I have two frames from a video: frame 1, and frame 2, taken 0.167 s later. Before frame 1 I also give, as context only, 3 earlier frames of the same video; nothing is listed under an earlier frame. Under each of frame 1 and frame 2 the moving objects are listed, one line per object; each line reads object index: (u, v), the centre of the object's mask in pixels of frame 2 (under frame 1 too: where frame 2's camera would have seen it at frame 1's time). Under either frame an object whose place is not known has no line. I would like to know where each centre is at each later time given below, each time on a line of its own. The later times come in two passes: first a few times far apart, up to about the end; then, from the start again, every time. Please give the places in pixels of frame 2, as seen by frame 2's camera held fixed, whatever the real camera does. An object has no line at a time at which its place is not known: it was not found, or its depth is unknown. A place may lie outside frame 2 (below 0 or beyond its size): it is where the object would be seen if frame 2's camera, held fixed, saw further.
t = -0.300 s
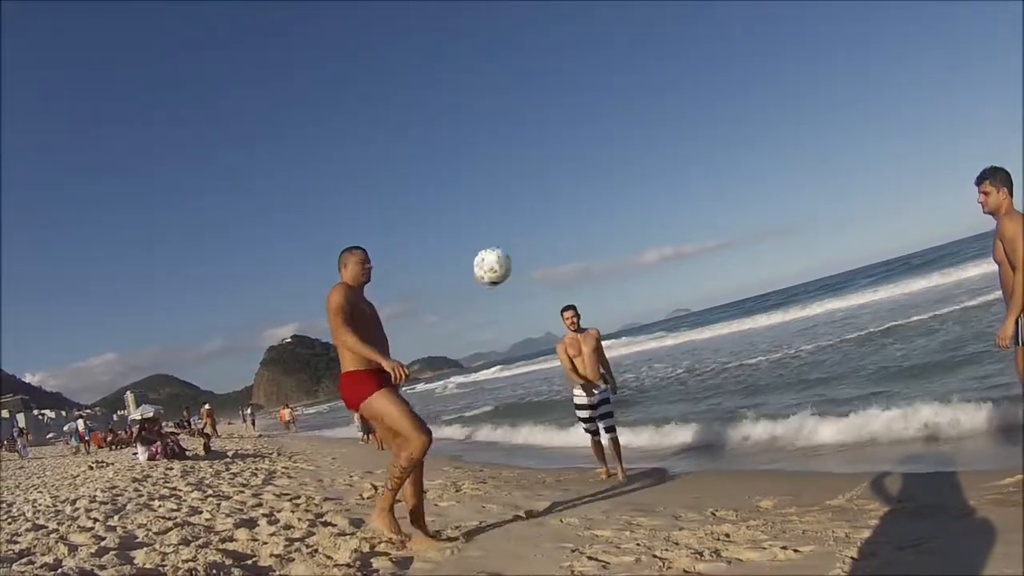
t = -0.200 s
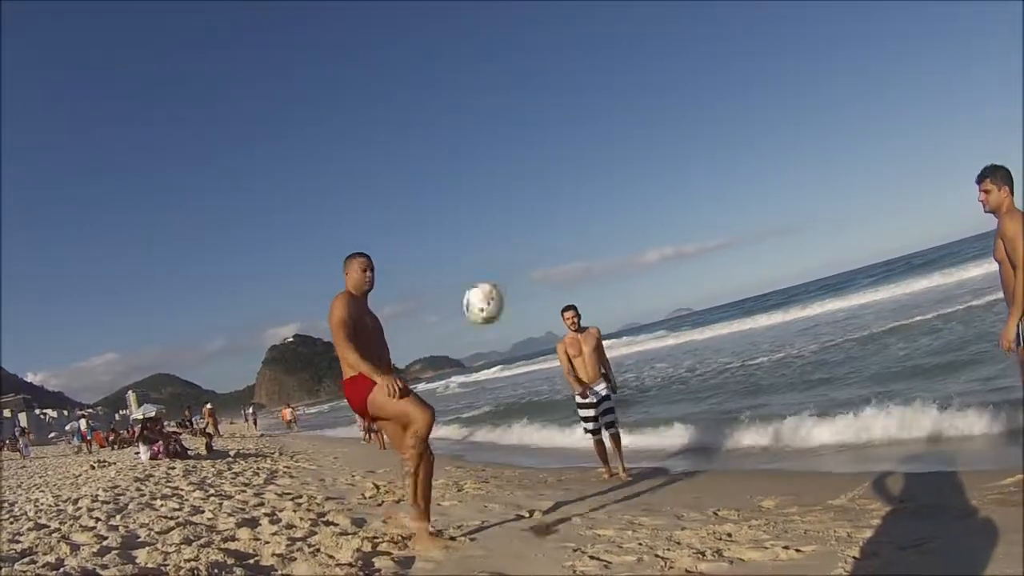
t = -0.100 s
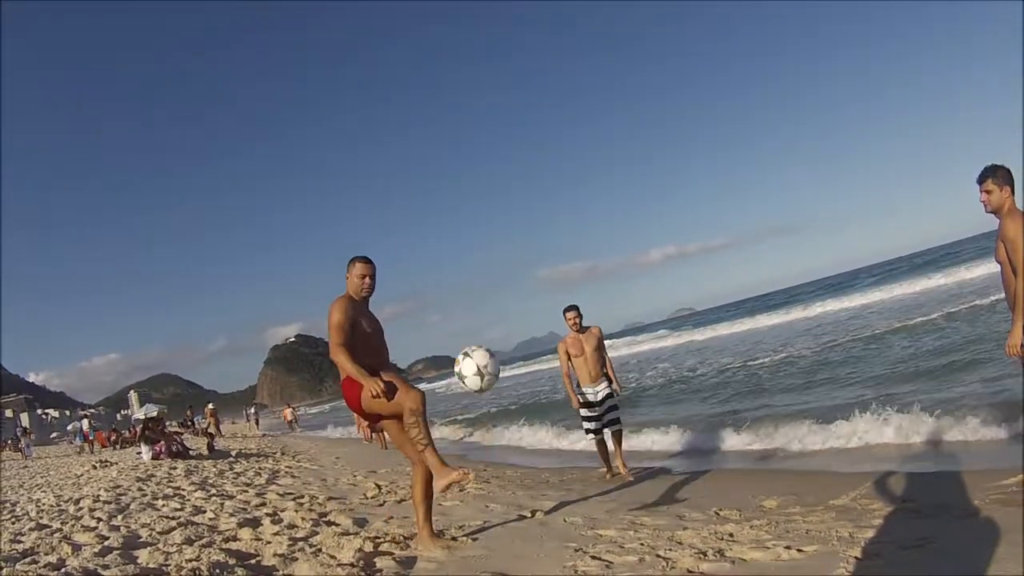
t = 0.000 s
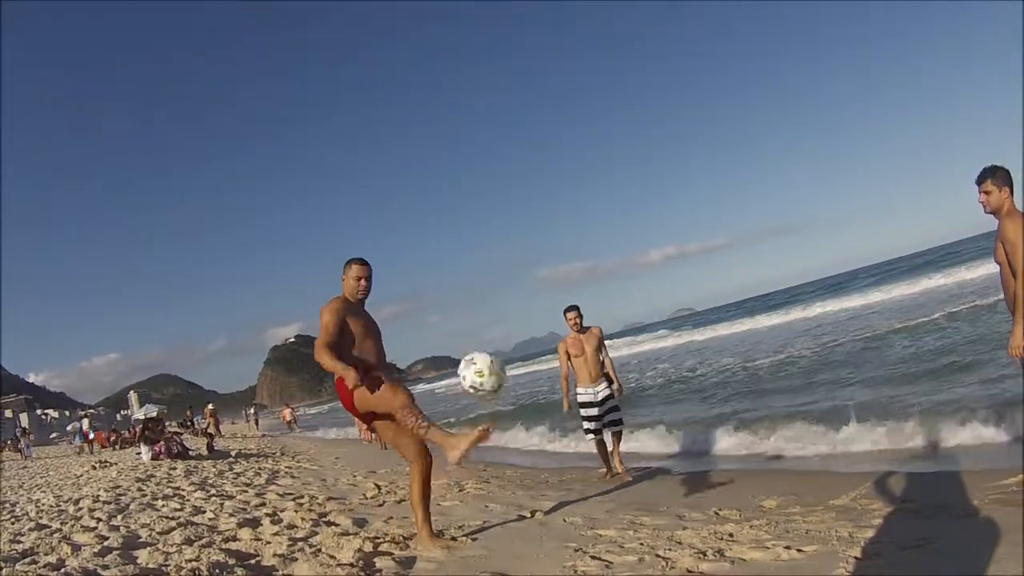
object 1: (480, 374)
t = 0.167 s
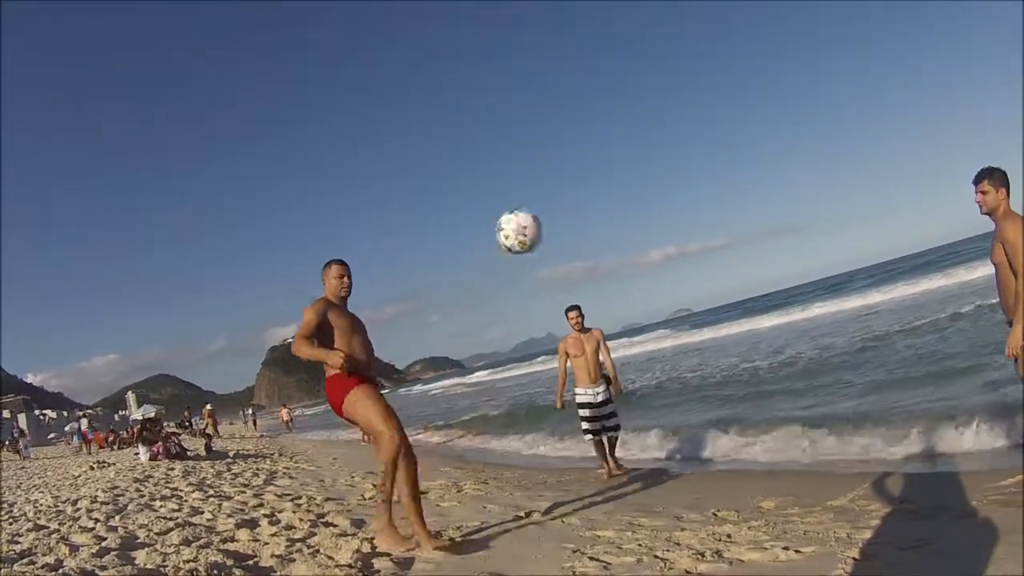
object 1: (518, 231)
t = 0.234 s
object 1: (536, 191)
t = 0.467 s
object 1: (613, 123)
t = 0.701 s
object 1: (712, 161)
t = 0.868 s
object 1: (799, 252)
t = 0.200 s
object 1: (527, 210)
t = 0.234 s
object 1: (536, 191)
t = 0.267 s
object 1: (546, 175)
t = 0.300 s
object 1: (557, 161)
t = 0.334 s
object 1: (567, 149)
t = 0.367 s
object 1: (578, 139)
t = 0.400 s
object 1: (590, 131)
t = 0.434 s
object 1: (601, 126)
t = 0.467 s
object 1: (613, 123)
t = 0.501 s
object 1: (626, 122)
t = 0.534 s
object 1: (639, 123)
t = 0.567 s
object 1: (653, 127)
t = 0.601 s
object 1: (667, 132)
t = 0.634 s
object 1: (682, 139)
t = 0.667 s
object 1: (697, 149)
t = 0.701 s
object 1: (712, 161)
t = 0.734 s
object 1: (730, 174)
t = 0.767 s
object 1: (746, 190)
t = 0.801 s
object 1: (762, 208)
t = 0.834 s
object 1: (782, 229)
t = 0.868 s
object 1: (799, 252)
